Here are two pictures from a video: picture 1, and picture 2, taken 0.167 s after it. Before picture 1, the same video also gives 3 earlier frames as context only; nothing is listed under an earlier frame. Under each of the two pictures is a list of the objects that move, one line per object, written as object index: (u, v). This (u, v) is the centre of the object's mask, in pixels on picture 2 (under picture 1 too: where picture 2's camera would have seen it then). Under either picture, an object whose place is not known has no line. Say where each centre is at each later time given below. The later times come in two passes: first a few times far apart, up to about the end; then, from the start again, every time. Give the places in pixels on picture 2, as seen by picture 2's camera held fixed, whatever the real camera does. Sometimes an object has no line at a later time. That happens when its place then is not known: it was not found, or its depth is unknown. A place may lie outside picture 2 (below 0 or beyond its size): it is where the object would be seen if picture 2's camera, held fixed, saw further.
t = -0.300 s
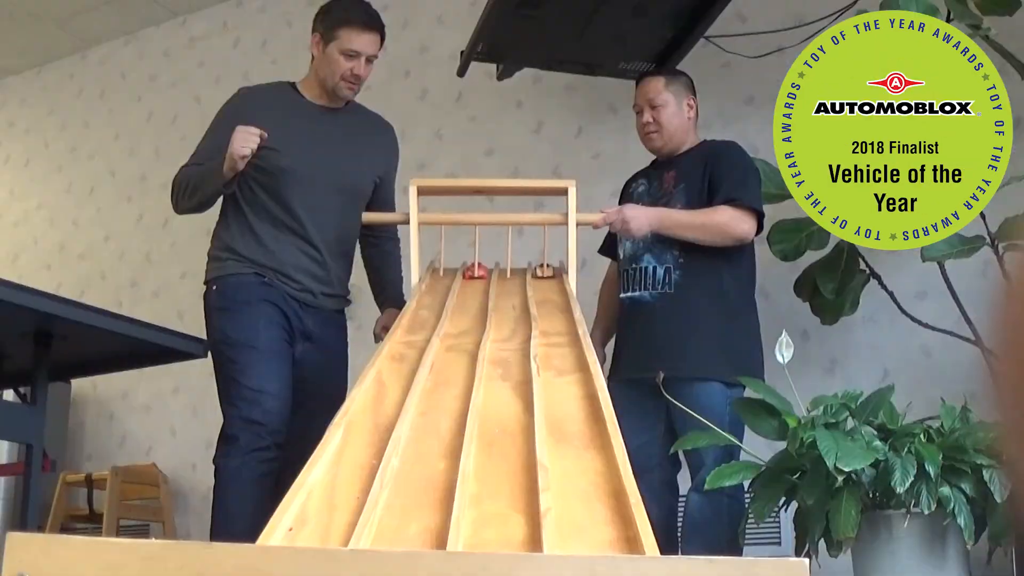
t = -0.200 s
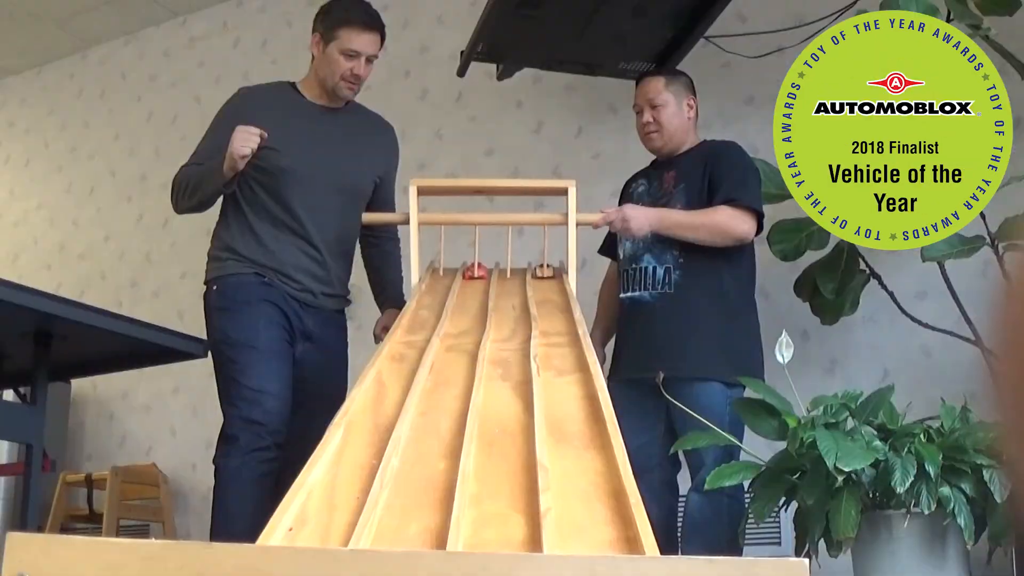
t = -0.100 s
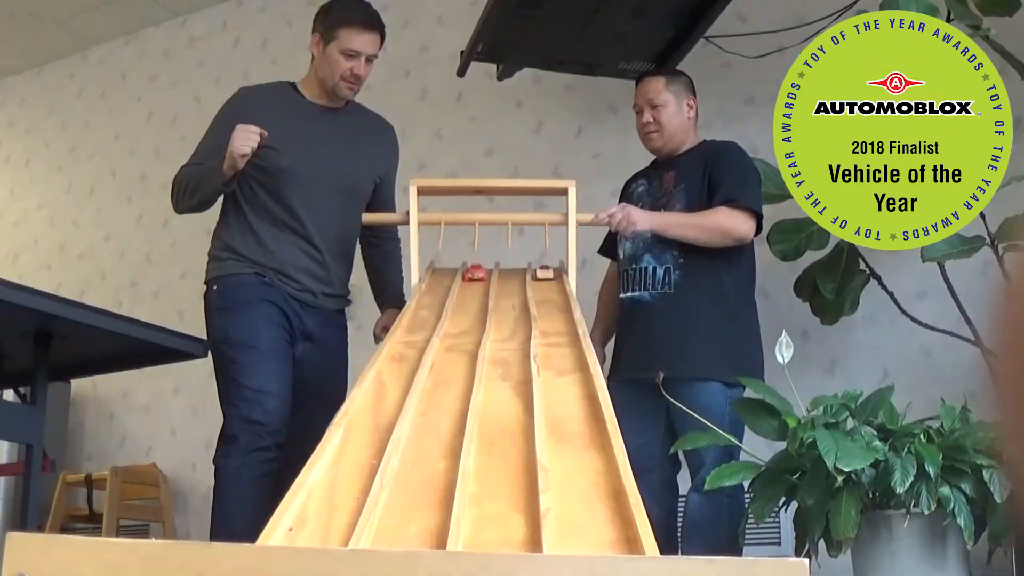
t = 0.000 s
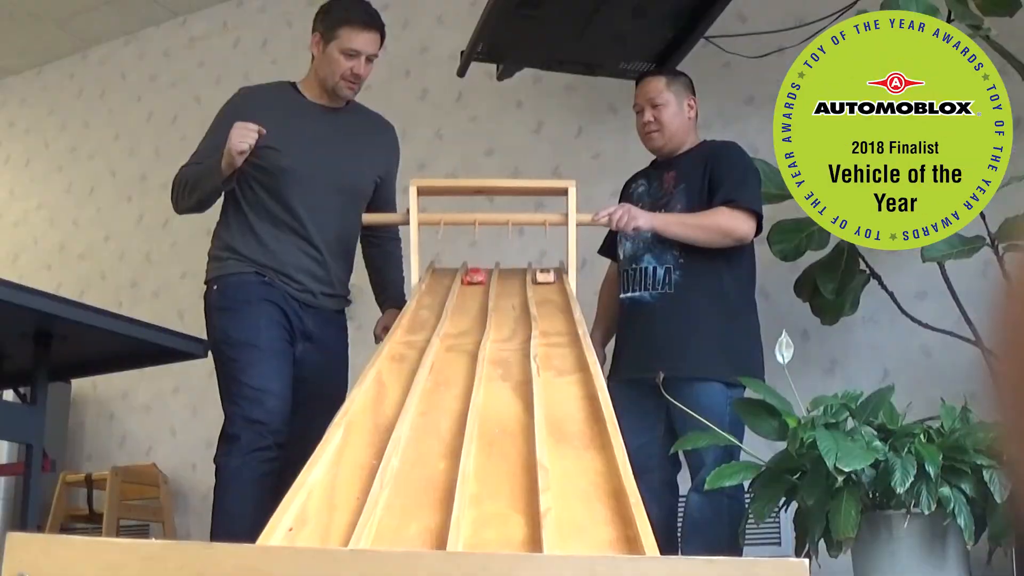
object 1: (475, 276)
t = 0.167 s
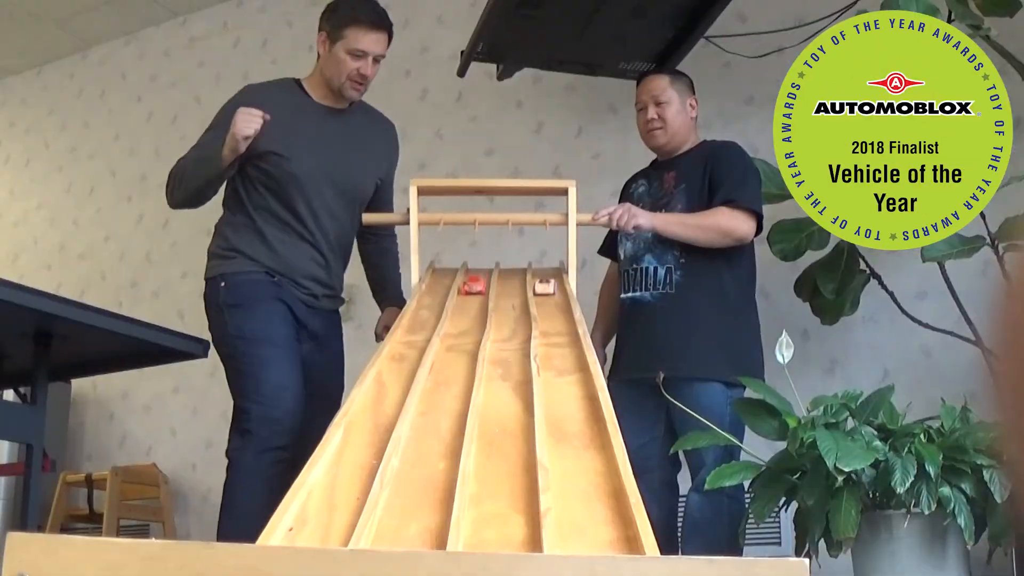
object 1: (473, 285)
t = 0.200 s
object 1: (473, 289)
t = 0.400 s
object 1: (468, 311)
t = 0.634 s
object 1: (456, 359)
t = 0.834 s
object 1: (427, 432)
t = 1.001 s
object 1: (417, 541)
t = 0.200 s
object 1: (473, 289)
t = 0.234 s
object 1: (472, 292)
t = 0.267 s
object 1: (472, 295)
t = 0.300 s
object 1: (471, 299)
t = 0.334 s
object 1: (470, 302)
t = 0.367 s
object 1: (470, 307)
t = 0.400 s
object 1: (468, 311)
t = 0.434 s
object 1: (468, 316)
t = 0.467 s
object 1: (466, 322)
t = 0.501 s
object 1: (464, 328)
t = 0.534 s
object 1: (463, 335)
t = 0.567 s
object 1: (461, 342)
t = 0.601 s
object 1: (459, 350)
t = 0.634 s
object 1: (456, 359)
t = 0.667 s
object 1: (451, 370)
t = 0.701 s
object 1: (446, 380)
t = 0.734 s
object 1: (442, 392)
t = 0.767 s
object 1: (437, 406)
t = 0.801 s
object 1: (431, 419)
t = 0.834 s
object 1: (427, 432)
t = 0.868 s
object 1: (421, 454)
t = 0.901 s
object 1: (416, 479)
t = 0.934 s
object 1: (410, 505)
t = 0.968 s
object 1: (411, 526)
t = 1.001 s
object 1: (417, 541)
